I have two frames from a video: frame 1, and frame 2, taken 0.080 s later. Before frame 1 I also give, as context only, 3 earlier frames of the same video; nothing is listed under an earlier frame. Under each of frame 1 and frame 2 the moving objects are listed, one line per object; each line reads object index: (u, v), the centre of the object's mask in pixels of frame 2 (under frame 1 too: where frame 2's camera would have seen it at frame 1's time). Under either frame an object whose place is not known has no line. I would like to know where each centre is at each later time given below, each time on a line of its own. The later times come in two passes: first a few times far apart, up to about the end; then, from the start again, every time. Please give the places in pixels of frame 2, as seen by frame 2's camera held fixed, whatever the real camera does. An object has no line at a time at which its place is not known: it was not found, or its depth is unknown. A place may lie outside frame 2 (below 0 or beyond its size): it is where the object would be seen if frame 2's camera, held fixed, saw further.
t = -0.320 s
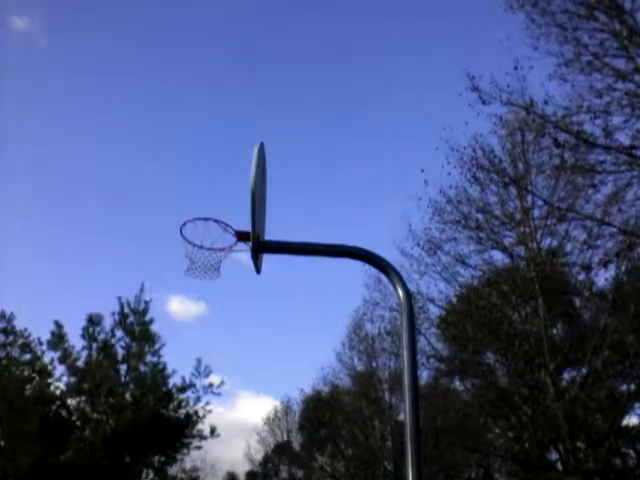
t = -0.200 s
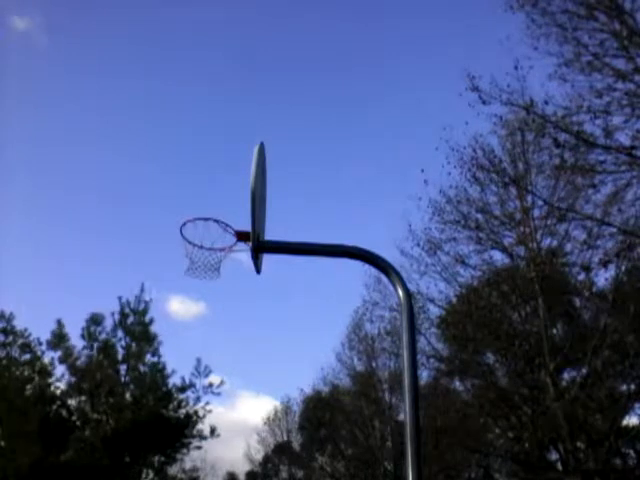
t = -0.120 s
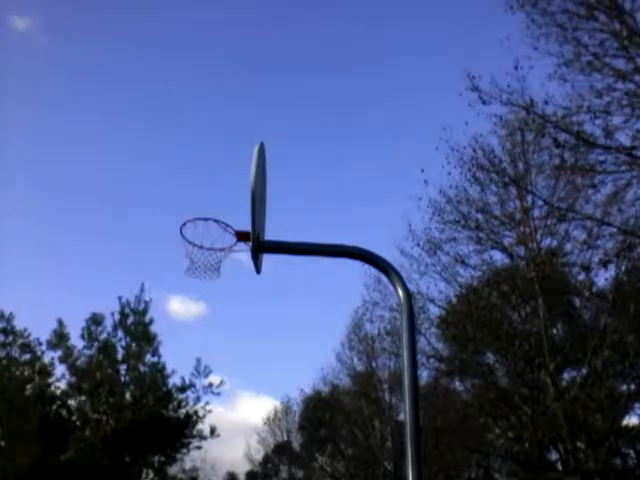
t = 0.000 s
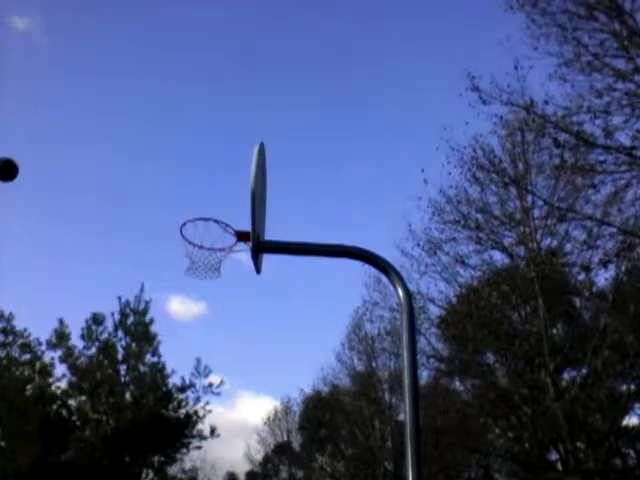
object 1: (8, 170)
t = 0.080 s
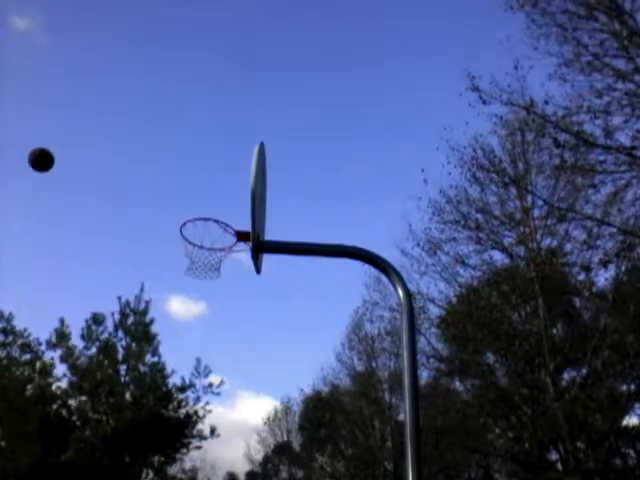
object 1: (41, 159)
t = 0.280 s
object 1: (122, 156)
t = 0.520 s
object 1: (213, 196)
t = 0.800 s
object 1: (188, 205)
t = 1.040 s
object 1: (174, 165)
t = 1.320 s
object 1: (145, 182)
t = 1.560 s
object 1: (100, 267)
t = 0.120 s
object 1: (58, 156)
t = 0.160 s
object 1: (74, 155)
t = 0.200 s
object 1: (90, 154)
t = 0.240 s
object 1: (106, 155)
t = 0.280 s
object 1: (122, 156)
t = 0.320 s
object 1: (137, 159)
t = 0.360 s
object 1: (152, 164)
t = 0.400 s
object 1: (167, 169)
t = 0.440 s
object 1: (182, 177)
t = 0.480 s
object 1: (198, 185)
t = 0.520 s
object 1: (213, 196)
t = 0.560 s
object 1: (229, 208)
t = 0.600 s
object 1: (242, 224)
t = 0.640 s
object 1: (228, 228)
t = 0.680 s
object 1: (211, 227)
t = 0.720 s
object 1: (193, 227)
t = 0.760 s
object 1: (190, 216)
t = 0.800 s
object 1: (188, 205)
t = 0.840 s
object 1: (187, 195)
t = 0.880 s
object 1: (184, 186)
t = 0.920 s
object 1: (182, 178)
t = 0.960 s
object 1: (179, 173)
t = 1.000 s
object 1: (177, 168)
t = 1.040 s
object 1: (174, 165)
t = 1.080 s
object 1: (171, 163)
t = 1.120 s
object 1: (167, 163)
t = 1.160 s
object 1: (163, 164)
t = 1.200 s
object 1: (159, 166)
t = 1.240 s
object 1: (155, 170)
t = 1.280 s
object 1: (150, 175)
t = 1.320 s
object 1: (145, 182)
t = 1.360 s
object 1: (139, 191)
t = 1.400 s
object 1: (133, 202)
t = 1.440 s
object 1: (126, 214)
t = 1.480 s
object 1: (118, 230)
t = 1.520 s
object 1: (110, 247)
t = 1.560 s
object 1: (100, 267)
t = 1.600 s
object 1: (90, 291)
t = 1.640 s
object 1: (79, 319)
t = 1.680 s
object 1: (65, 351)
